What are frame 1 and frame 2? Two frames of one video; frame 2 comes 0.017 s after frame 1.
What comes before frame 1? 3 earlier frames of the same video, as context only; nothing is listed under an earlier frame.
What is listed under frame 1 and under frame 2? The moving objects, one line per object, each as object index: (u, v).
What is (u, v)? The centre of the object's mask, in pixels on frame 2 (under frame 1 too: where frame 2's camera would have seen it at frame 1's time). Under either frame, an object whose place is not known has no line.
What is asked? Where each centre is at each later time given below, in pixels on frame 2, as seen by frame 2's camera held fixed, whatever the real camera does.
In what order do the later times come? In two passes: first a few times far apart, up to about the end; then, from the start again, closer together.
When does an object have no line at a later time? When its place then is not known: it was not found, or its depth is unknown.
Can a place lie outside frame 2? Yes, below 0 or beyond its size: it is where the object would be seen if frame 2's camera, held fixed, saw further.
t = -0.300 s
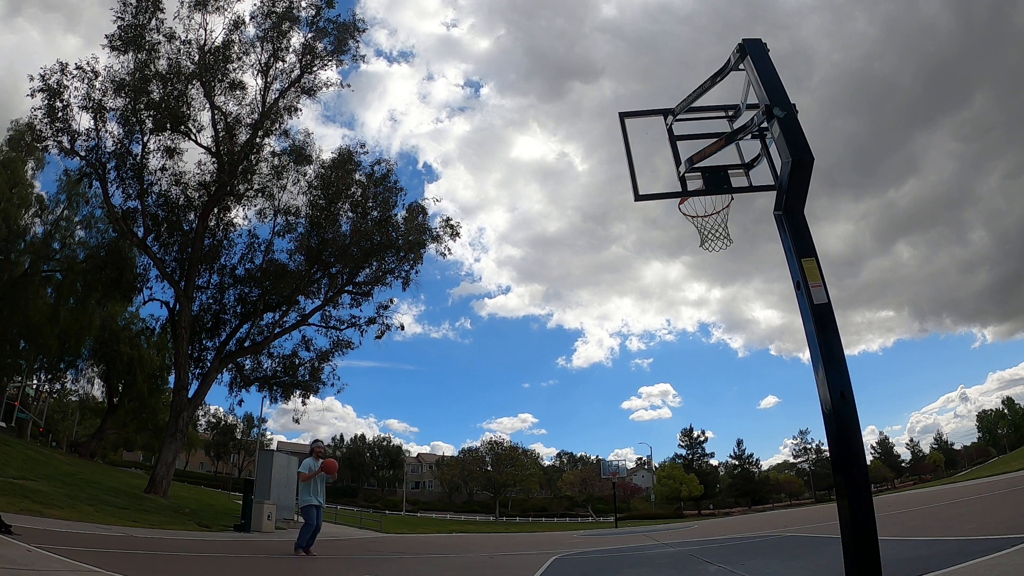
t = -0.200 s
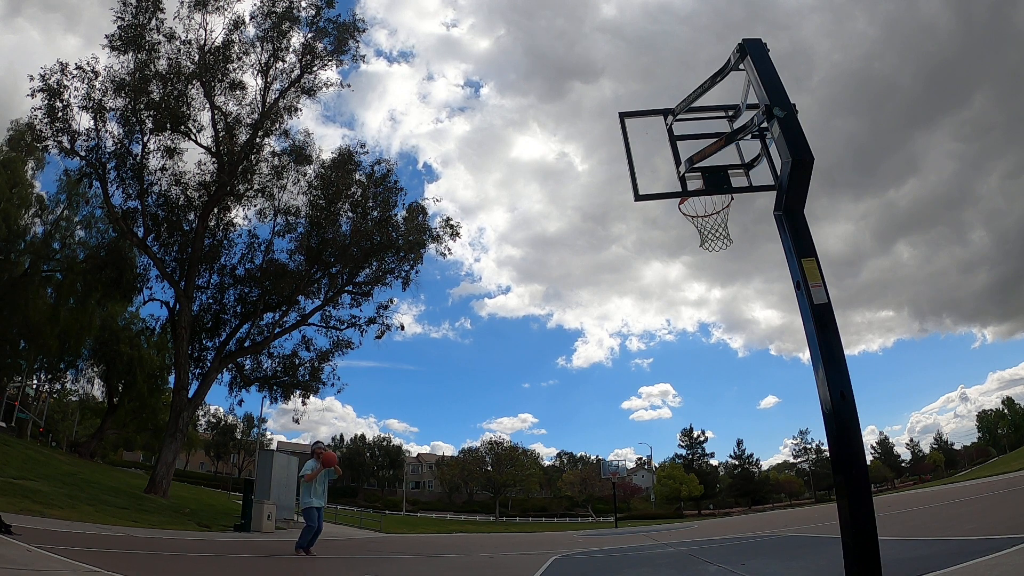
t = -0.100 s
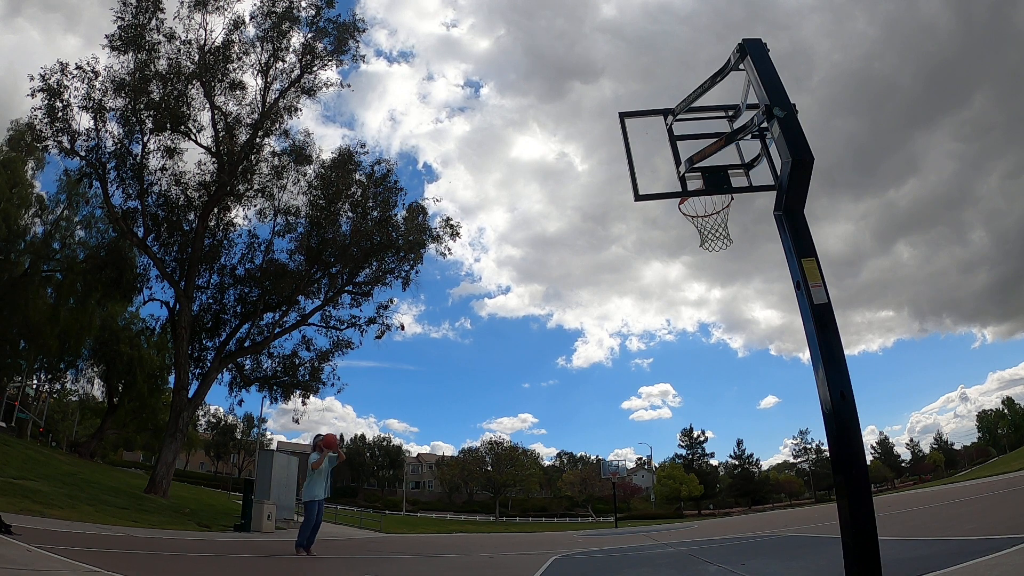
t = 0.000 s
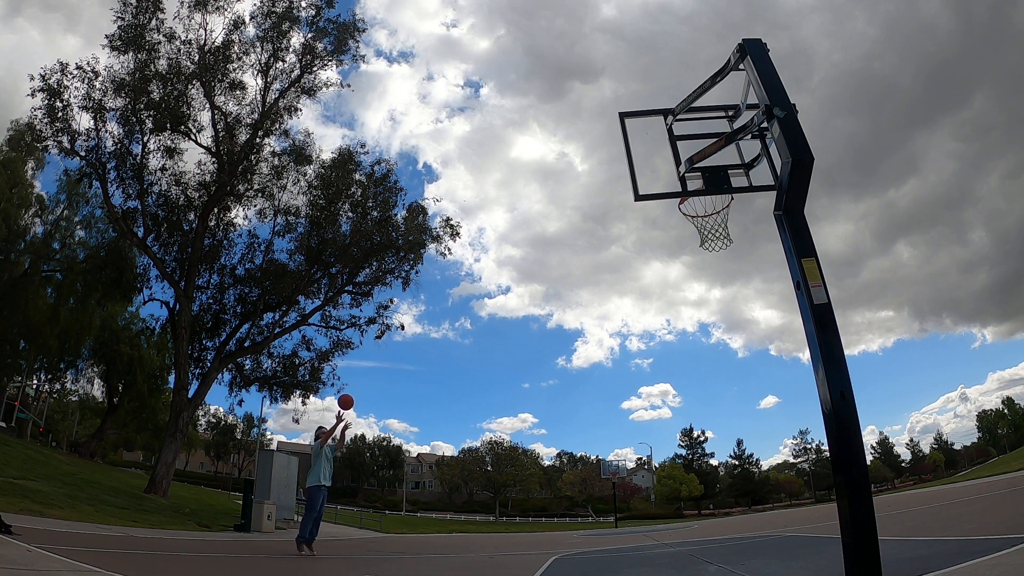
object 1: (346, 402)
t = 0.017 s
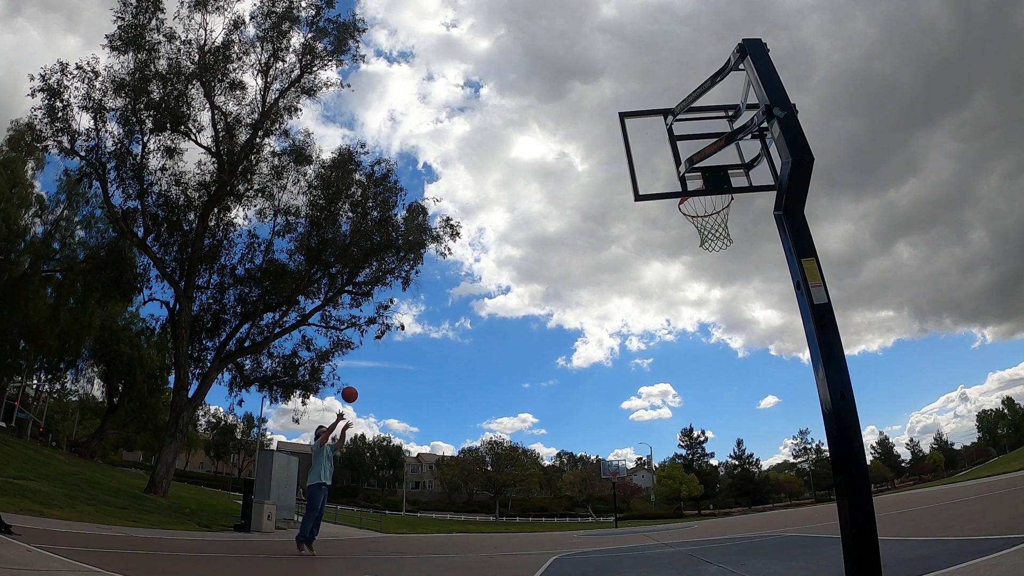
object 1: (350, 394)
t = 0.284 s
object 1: (418, 291)
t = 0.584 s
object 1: (509, 215)
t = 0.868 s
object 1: (620, 192)
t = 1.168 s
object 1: (660, 144)
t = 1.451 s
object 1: (656, 116)
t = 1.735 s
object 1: (658, 134)
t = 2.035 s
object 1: (659, 185)
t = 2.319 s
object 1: (612, 196)
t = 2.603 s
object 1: (573, 275)
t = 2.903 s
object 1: (532, 463)
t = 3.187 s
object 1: (492, 491)
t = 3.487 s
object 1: (459, 393)
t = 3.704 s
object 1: (438, 385)
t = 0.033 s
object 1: (354, 387)
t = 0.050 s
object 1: (357, 380)
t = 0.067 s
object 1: (362, 372)
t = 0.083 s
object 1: (366, 365)
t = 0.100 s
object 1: (370, 359)
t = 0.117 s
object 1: (374, 352)
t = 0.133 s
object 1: (378, 345)
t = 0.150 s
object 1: (382, 339)
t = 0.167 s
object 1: (387, 332)
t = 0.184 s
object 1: (391, 326)
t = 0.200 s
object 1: (395, 320)
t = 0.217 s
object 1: (400, 313)
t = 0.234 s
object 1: (404, 307)
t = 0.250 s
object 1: (409, 302)
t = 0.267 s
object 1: (414, 296)
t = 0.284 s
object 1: (418, 291)
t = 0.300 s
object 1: (423, 285)
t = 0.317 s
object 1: (428, 280)
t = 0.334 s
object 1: (432, 275)
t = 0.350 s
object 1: (437, 270)
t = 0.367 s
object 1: (442, 265)
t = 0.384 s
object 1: (447, 260)
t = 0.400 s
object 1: (452, 255)
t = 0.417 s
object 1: (456, 251)
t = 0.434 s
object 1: (461, 247)
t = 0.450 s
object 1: (467, 242)
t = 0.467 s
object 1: (472, 238)
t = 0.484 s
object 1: (477, 235)
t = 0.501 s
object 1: (482, 231)
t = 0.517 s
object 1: (487, 227)
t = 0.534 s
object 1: (492, 224)
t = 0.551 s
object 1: (498, 221)
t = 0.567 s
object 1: (503, 218)
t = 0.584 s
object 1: (509, 215)
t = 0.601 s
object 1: (514, 212)
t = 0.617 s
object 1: (520, 209)
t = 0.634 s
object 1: (526, 207)
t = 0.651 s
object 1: (531, 205)
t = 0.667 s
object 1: (538, 202)
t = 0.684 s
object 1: (544, 201)
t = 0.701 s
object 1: (550, 199)
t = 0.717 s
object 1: (556, 197)
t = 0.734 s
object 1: (562, 196)
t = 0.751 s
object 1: (569, 195)
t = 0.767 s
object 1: (576, 194)
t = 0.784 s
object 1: (583, 193)
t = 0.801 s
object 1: (590, 192)
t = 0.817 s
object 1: (597, 192)
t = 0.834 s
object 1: (605, 192)
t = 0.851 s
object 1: (612, 192)
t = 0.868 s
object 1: (620, 192)
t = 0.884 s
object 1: (625, 193)
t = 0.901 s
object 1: (633, 195)
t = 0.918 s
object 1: (647, 188)
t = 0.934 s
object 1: (652, 189)
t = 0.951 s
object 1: (662, 200)
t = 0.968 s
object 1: (671, 202)
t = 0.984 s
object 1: (675, 202)
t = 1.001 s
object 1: (673, 192)
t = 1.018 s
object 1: (670, 183)
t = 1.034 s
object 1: (669, 180)
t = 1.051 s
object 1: (668, 175)
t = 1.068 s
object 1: (667, 170)
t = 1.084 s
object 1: (665, 165)
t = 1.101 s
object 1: (664, 160)
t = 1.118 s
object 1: (663, 155)
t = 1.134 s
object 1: (662, 151)
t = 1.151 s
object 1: (661, 147)
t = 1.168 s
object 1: (660, 144)
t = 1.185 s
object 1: (660, 140)
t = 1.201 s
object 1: (659, 137)
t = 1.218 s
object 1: (658, 134)
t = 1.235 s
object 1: (658, 131)
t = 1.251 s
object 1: (657, 129)
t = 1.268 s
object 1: (657, 127)
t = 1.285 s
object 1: (656, 126)
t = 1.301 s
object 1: (656, 125)
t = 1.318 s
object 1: (656, 124)
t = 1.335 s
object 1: (656, 120)
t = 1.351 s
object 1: (656, 118)
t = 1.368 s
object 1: (656, 116)
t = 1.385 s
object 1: (656, 116)
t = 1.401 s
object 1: (656, 116)
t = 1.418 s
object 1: (656, 116)
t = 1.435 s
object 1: (657, 105)
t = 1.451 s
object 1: (656, 116)
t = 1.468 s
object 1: (657, 105)
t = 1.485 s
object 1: (655, 116)
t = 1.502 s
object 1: (656, 116)
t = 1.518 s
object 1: (656, 116)
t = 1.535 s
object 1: (656, 116)
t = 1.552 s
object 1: (656, 116)
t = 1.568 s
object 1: (655, 116)
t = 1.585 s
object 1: (656, 117)
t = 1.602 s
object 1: (656, 118)
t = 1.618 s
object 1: (655, 123)
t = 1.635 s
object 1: (655, 124)
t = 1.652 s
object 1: (655, 125)
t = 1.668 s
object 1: (656, 126)
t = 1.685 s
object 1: (656, 127)
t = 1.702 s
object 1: (657, 129)
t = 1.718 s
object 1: (657, 131)
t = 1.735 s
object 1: (658, 134)
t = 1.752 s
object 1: (659, 136)
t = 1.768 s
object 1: (659, 140)
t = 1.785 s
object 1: (660, 144)
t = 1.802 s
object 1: (661, 147)
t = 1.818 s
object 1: (661, 151)
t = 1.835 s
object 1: (662, 155)
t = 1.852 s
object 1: (663, 160)
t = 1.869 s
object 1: (664, 165)
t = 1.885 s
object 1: (665, 170)
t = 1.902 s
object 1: (667, 175)
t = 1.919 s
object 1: (668, 180)
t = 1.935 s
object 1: (668, 183)
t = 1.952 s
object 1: (671, 192)
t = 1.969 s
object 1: (672, 199)
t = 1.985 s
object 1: (670, 192)
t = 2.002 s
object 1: (666, 191)
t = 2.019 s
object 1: (662, 189)
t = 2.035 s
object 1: (659, 185)
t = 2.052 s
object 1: (655, 184)
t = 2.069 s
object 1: (653, 184)
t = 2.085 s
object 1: (650, 183)
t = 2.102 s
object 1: (648, 183)
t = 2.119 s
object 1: (646, 182)
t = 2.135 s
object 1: (644, 182)
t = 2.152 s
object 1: (639, 183)
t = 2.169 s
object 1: (638, 183)
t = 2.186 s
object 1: (631, 184)
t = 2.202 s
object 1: (627, 185)
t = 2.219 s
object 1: (623, 186)
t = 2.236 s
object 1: (622, 187)
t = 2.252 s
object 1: (621, 188)
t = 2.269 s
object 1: (619, 190)
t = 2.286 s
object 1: (616, 191)
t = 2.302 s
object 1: (614, 194)
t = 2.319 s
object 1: (612, 196)
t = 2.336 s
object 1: (609, 198)
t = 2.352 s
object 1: (607, 201)
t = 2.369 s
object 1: (604, 204)
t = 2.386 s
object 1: (602, 208)
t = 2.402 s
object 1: (600, 211)
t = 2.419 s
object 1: (597, 215)
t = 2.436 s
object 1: (595, 219)
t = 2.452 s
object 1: (593, 223)
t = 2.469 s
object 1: (591, 228)
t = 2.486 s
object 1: (588, 233)
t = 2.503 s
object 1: (586, 238)
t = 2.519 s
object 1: (584, 243)
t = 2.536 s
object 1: (582, 249)
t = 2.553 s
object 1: (580, 255)
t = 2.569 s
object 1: (577, 261)
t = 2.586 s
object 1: (575, 268)
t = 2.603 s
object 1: (573, 275)
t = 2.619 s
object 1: (571, 282)
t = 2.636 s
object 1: (569, 290)
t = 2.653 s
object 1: (566, 298)
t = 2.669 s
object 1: (564, 306)
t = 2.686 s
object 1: (562, 315)
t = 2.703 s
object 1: (560, 324)
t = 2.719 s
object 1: (558, 334)
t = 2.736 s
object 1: (555, 343)
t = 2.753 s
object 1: (553, 354)
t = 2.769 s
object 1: (551, 364)
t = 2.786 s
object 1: (548, 375)
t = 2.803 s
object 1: (546, 386)
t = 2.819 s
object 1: (544, 398)
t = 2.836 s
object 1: (541, 410)
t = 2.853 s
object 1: (539, 423)
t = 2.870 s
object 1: (537, 435)
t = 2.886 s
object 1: (534, 449)
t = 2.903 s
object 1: (532, 463)
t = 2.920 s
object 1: (530, 476)
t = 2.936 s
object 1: (527, 490)
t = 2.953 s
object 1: (524, 505)
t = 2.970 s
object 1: (522, 520)
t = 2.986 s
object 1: (520, 536)
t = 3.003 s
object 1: (517, 551)
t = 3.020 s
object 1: (515, 565)
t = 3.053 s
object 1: (510, 569)
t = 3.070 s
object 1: (508, 562)
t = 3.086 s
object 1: (505, 551)
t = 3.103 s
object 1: (503, 539)
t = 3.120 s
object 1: (501, 529)
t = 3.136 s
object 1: (499, 519)
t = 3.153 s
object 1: (497, 509)
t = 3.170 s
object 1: (494, 499)
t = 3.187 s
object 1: (492, 491)
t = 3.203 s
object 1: (491, 483)
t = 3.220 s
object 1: (489, 474)
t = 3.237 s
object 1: (486, 467)
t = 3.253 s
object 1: (485, 459)
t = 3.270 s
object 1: (483, 452)
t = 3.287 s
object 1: (480, 446)
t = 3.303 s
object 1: (479, 439)
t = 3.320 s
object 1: (477, 433)
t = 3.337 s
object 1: (475, 428)
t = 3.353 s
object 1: (473, 423)
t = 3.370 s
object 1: (471, 418)
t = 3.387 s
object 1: (470, 413)
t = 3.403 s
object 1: (468, 409)
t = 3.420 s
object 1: (466, 405)
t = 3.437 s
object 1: (464, 402)
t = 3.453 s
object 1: (463, 399)
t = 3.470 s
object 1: (461, 396)
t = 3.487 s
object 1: (459, 393)
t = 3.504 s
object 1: (457, 391)
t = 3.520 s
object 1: (456, 389)
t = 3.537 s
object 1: (454, 387)
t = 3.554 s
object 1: (452, 386)
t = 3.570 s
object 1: (451, 385)
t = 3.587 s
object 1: (449, 384)
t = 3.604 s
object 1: (447, 383)
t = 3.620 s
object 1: (446, 383)
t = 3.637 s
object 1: (444, 383)
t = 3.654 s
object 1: (442, 383)
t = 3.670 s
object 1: (441, 384)
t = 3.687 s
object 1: (439, 384)
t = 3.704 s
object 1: (438, 385)
